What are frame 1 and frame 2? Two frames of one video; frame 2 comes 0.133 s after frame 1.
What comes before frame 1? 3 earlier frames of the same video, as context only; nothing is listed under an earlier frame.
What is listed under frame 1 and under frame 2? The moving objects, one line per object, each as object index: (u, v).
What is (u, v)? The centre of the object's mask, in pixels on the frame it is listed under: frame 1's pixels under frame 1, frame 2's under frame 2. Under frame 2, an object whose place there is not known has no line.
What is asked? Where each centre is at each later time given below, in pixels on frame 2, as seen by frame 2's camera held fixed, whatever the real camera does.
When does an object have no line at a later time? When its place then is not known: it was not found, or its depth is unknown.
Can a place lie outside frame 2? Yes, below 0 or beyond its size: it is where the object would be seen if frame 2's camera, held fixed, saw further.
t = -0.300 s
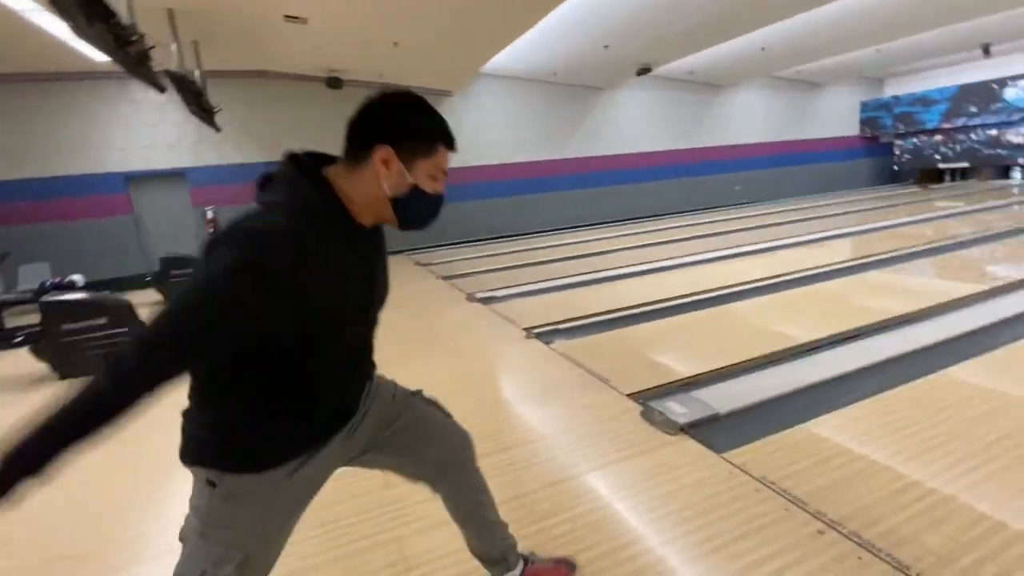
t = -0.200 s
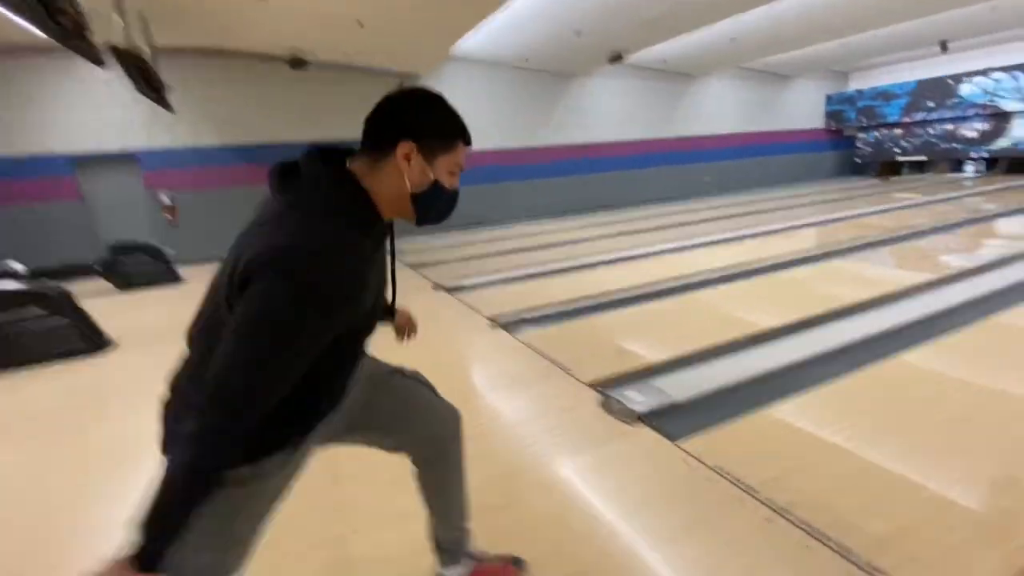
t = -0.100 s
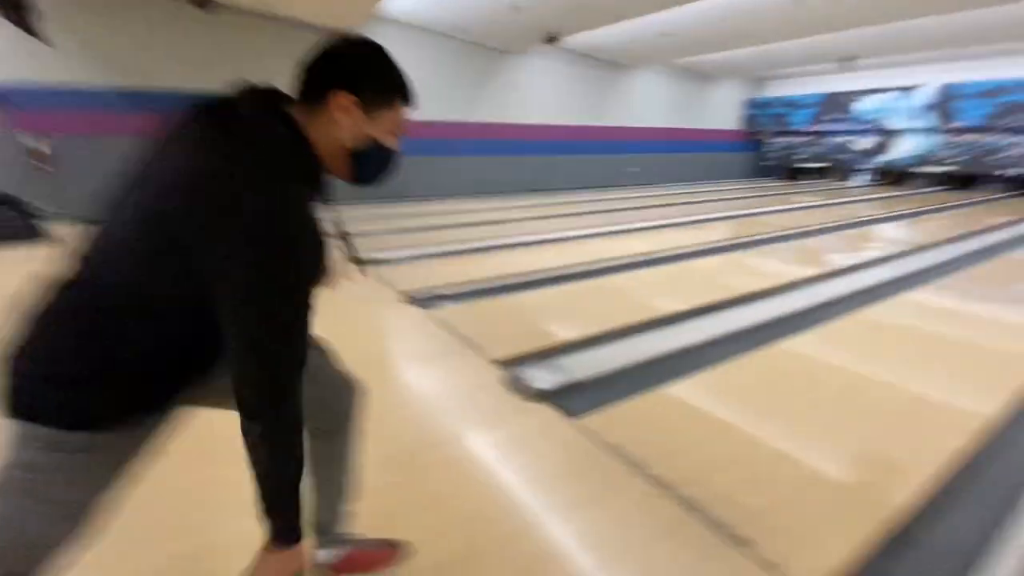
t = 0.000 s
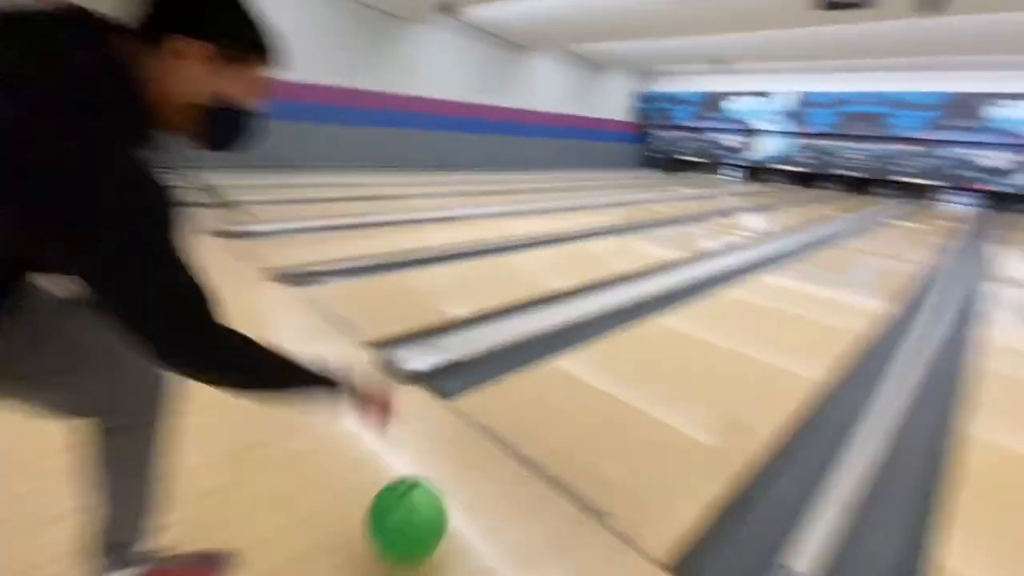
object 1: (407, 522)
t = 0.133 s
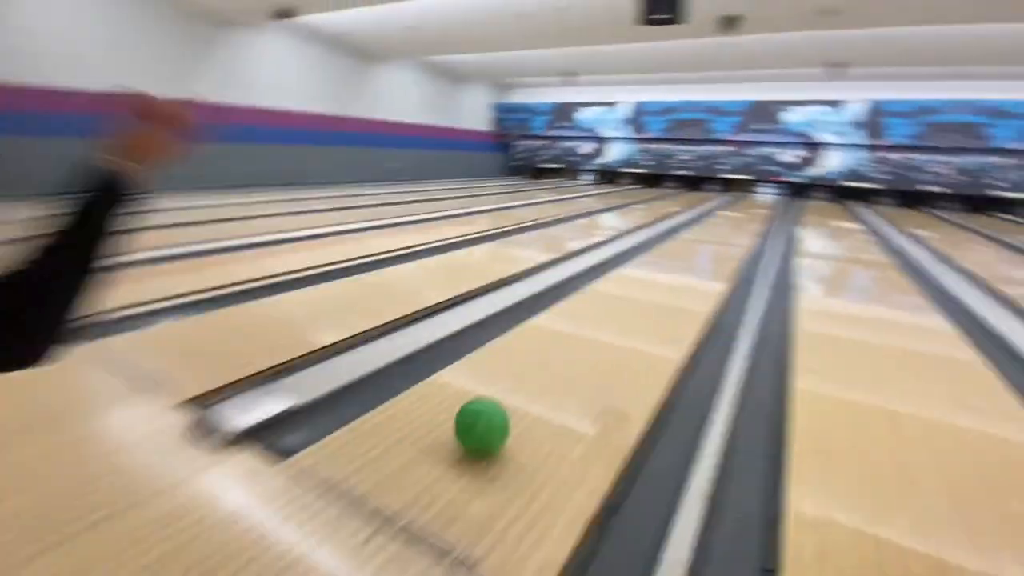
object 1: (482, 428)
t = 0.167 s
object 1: (507, 407)
